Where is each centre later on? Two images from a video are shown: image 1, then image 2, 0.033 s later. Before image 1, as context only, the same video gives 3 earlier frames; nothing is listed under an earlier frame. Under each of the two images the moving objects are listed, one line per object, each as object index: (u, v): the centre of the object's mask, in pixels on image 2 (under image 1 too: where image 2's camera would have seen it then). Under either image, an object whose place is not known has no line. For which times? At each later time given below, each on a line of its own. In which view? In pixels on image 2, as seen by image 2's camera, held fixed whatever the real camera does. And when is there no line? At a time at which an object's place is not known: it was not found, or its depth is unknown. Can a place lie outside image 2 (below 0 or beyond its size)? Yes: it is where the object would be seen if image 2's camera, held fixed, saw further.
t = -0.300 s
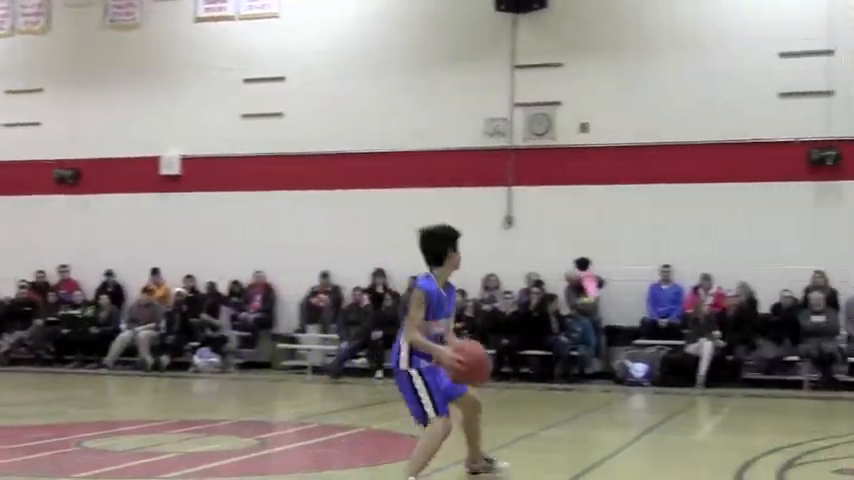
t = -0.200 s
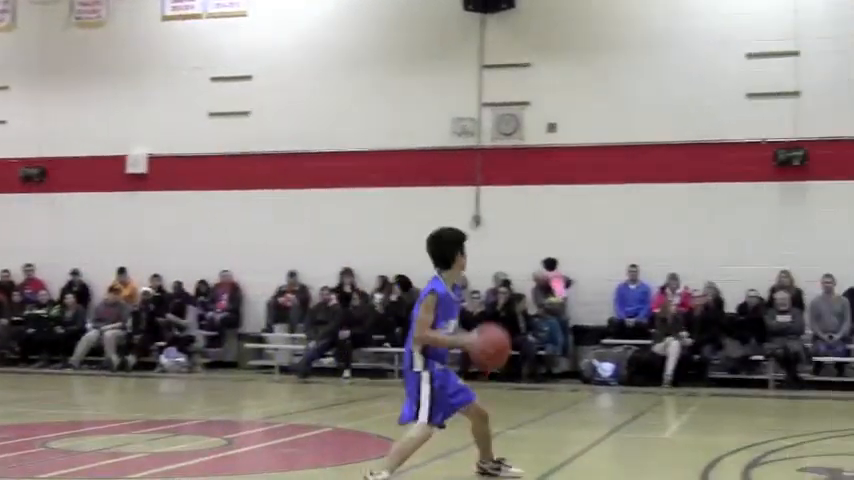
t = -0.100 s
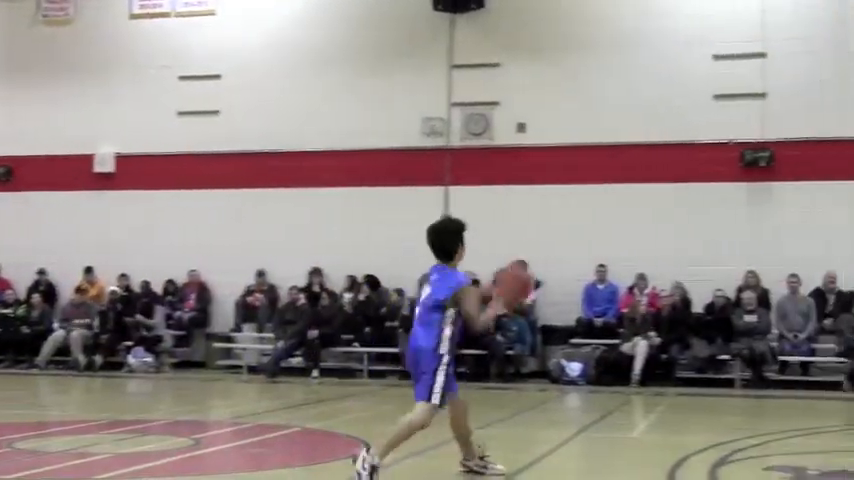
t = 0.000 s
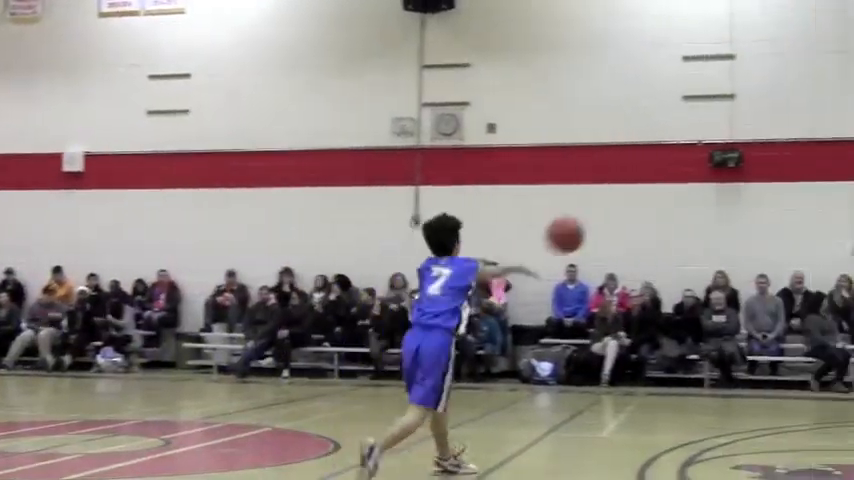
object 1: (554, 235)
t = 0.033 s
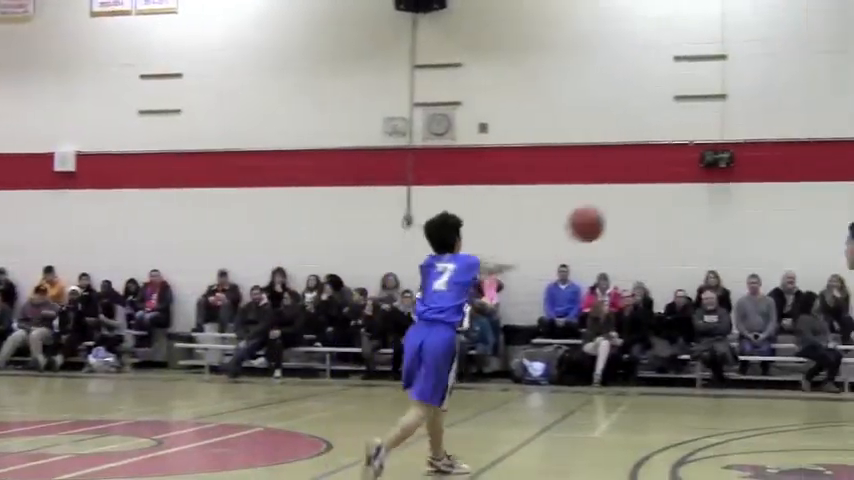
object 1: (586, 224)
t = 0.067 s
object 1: (614, 215)
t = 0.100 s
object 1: (639, 209)
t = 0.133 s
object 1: (663, 205)
